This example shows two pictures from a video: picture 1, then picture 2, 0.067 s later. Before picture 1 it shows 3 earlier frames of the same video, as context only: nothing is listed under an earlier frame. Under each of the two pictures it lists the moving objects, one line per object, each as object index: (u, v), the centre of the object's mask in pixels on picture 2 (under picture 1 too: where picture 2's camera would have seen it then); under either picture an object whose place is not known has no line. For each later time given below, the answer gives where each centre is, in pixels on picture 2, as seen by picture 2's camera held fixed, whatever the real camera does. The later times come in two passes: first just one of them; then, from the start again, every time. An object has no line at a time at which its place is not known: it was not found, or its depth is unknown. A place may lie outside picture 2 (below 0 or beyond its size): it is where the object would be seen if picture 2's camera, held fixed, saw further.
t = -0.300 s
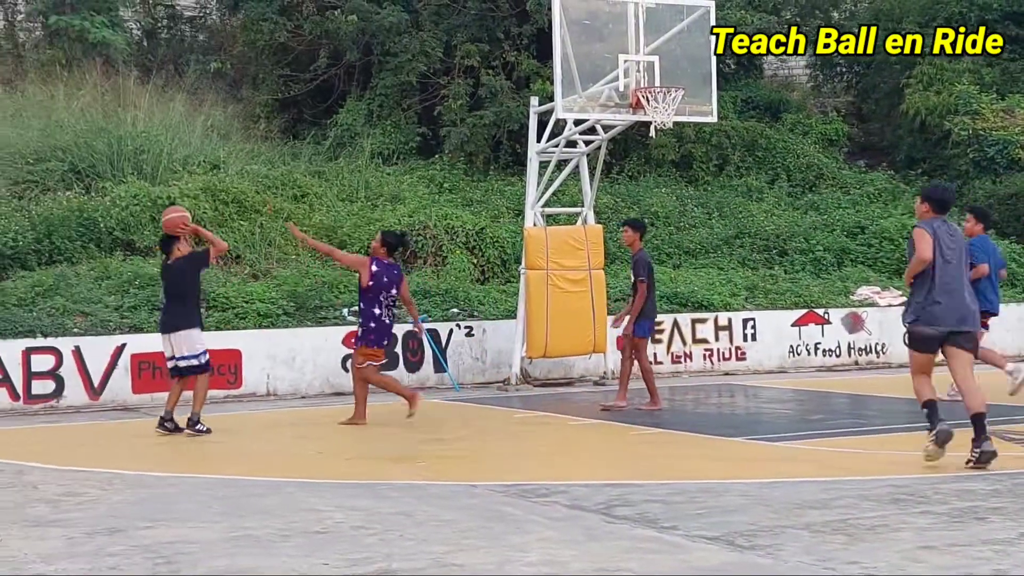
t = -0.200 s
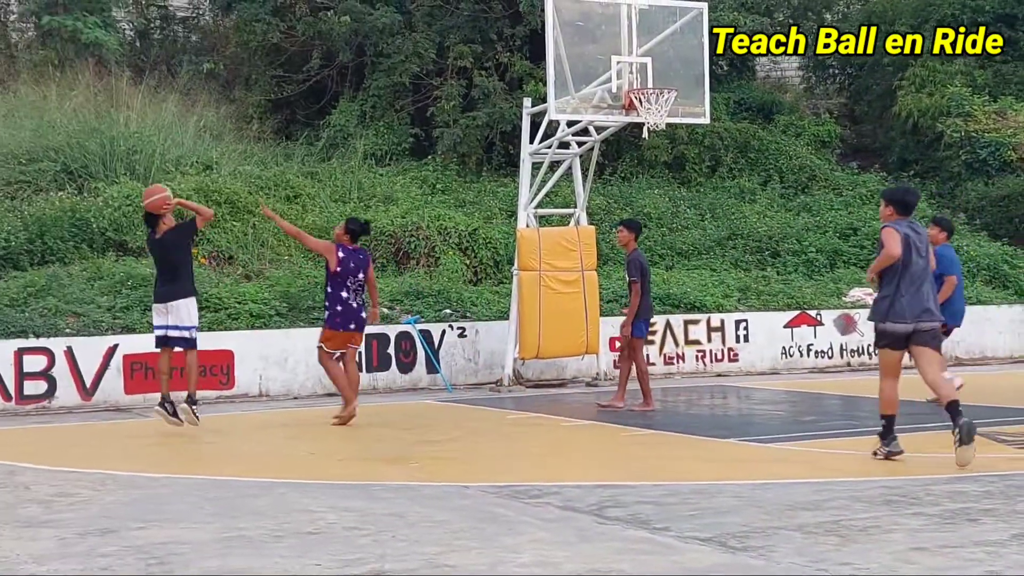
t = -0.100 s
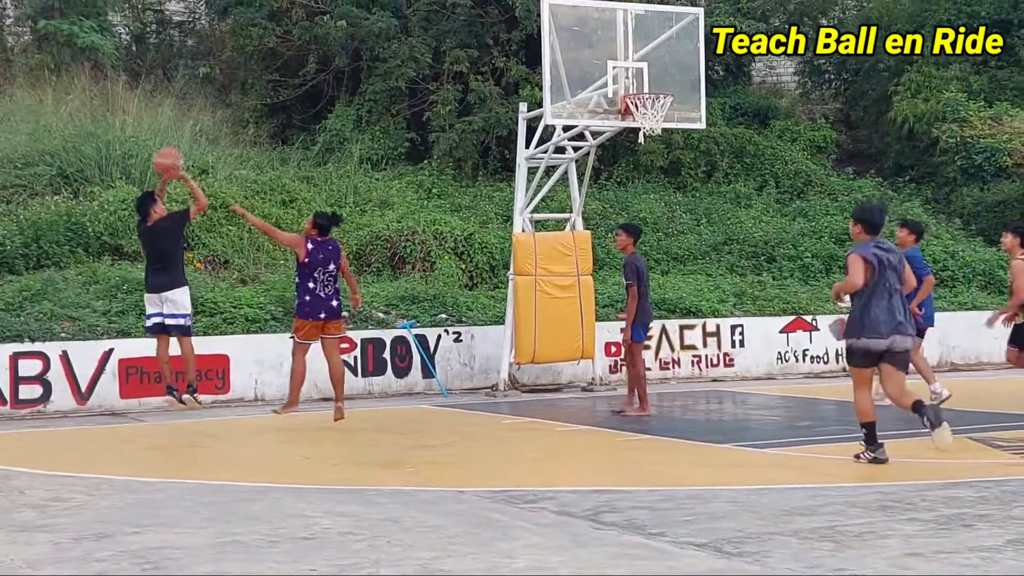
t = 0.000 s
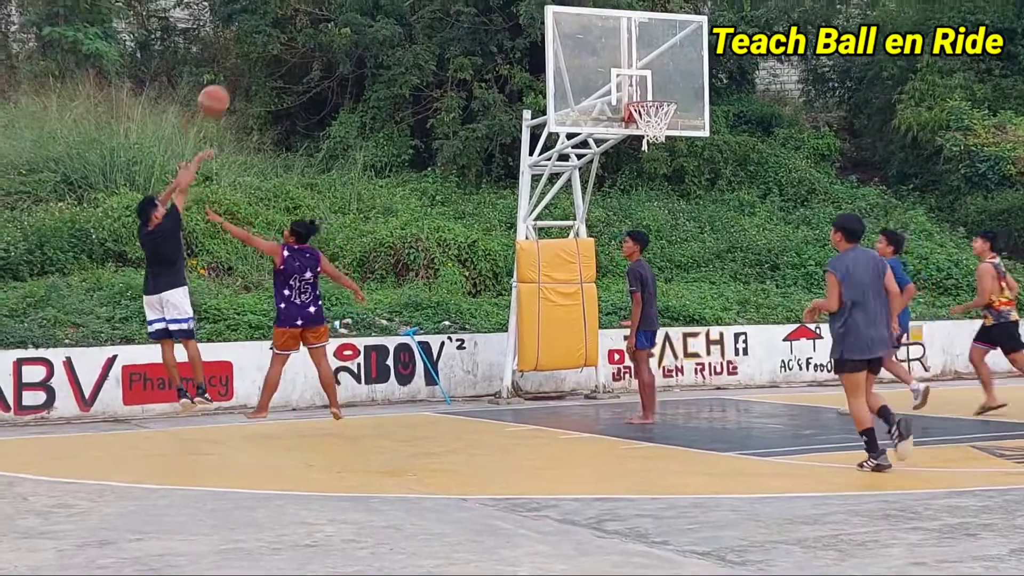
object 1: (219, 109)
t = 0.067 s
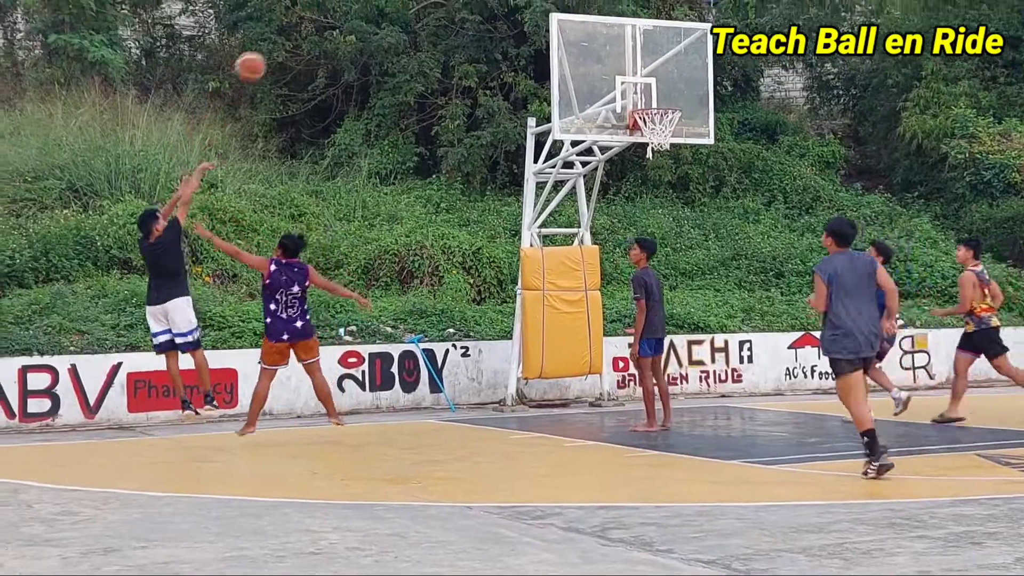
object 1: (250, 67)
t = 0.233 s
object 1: (325, -7)
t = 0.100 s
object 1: (266, 48)
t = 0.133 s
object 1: (282, 31)
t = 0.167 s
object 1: (296, 16)
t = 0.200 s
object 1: (311, 2)
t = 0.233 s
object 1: (325, -7)
